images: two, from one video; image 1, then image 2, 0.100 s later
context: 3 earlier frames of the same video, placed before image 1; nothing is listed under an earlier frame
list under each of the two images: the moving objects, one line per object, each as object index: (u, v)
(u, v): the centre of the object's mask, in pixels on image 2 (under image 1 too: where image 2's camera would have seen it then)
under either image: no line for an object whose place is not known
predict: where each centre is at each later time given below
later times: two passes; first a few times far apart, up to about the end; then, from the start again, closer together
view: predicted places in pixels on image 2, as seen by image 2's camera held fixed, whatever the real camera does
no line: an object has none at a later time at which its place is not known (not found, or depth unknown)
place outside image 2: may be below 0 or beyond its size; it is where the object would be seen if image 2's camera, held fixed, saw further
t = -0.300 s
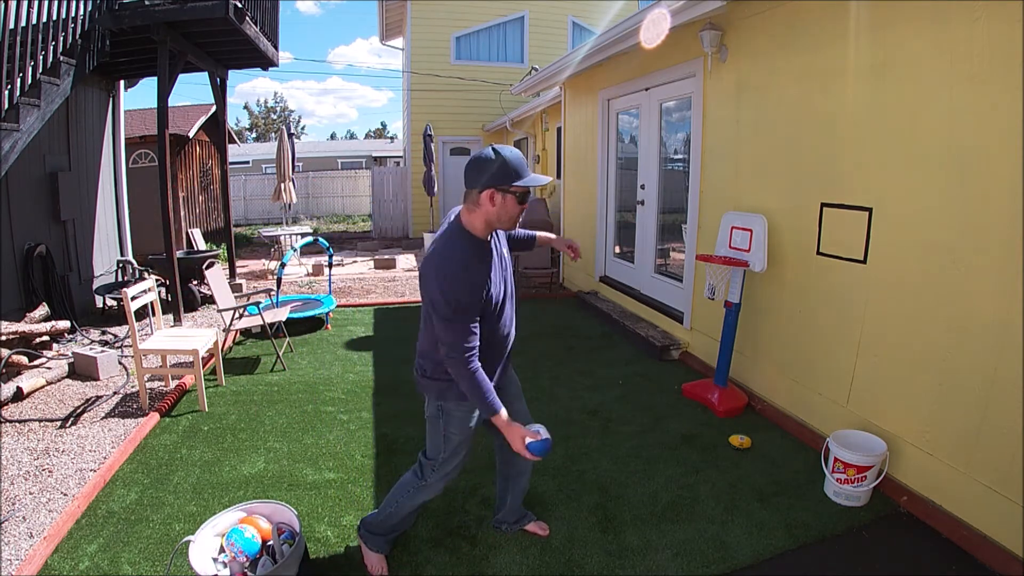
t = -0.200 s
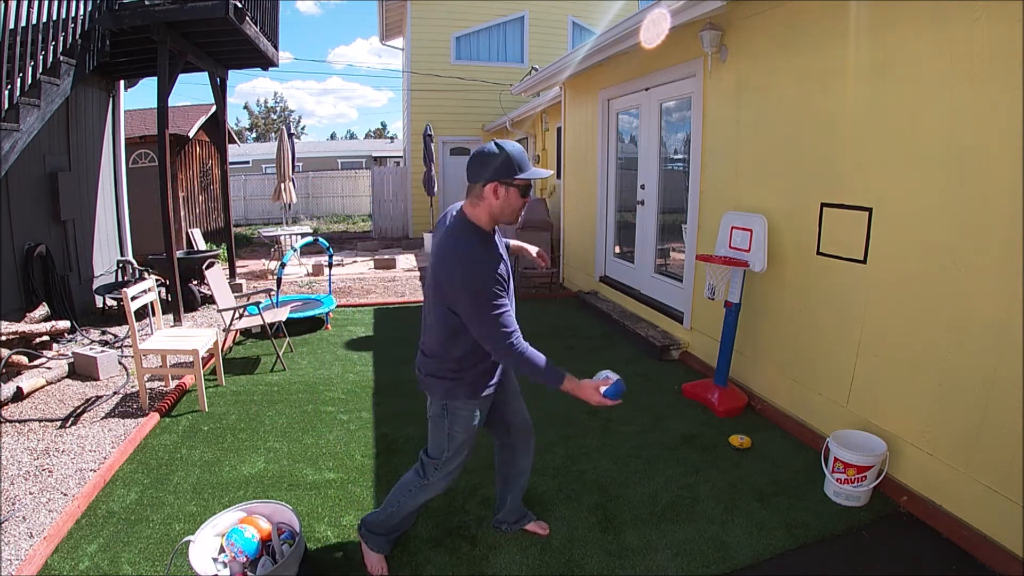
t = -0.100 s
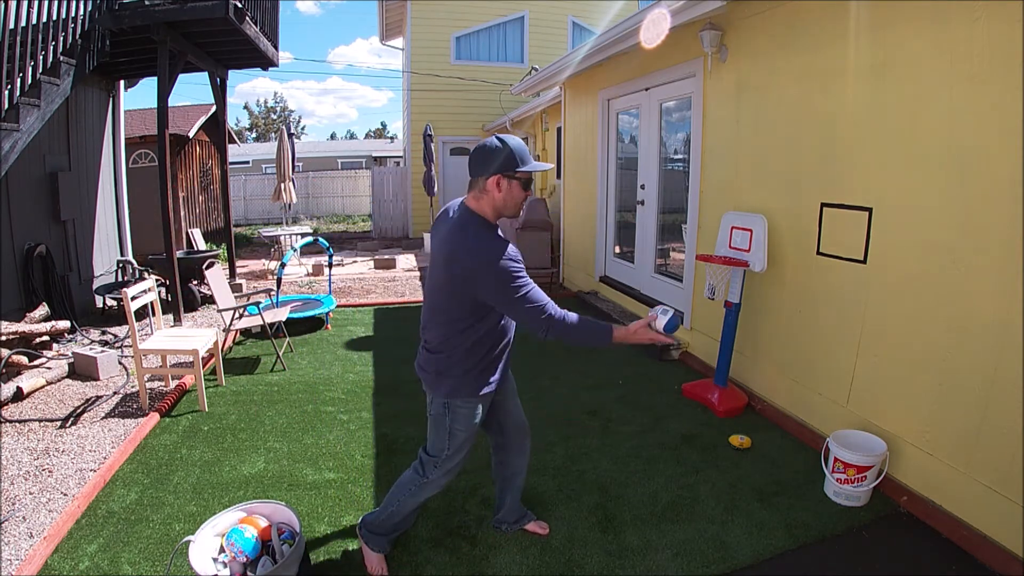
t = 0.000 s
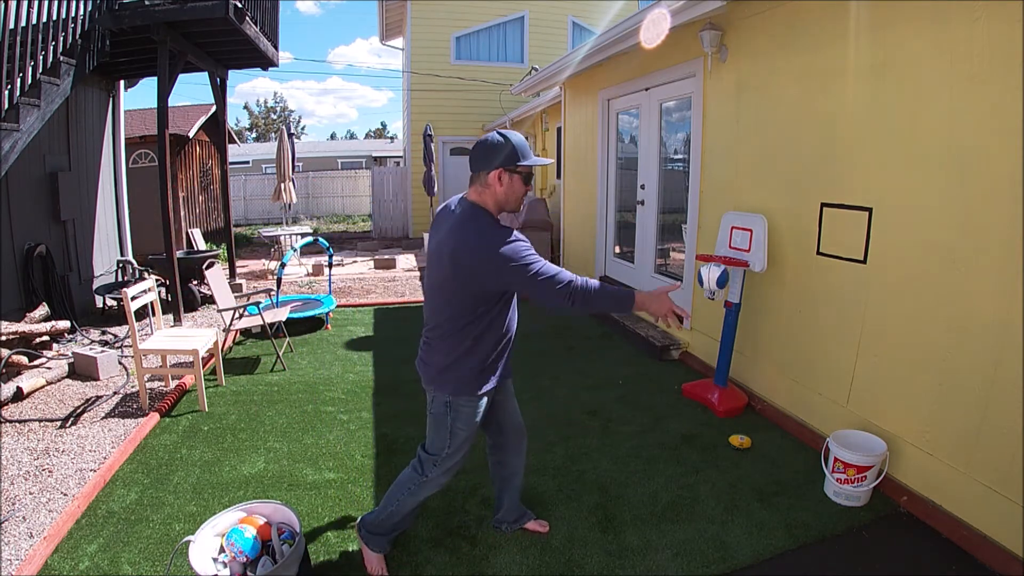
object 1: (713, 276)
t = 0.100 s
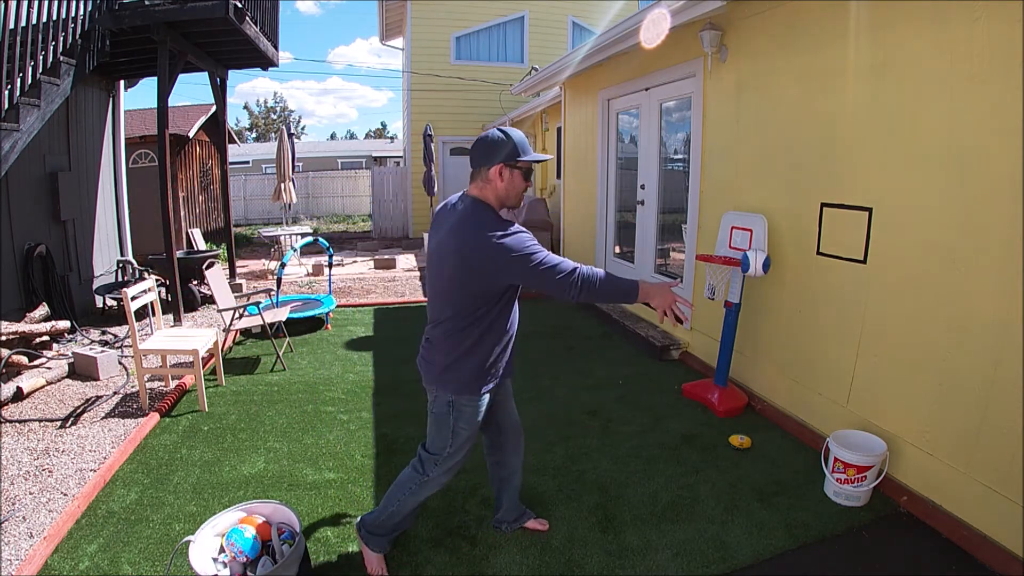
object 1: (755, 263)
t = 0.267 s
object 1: (810, 298)
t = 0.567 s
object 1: (856, 435)
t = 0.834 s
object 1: (856, 419)
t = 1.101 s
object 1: (817, 457)
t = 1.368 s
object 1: (807, 467)
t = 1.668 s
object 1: (810, 468)
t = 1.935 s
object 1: (811, 468)
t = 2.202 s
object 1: (811, 468)
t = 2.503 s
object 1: (811, 468)
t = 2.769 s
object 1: (811, 468)
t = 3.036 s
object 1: (811, 468)
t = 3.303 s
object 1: (811, 468)
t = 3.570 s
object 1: (811, 468)
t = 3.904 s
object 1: (811, 468)
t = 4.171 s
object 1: (811, 468)
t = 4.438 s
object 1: (811, 468)
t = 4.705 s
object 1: (811, 468)
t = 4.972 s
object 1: (811, 468)
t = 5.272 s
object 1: (811, 468)
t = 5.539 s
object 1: (811, 468)
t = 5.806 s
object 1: (811, 468)
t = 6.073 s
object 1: (811, 468)
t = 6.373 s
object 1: (811, 468)
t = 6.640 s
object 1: (811, 468)
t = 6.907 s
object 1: (811, 468)
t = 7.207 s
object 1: (811, 468)
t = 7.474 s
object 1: (811, 468)
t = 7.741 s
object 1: (811, 468)
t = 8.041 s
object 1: (811, 468)
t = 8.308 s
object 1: (811, 468)
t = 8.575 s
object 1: (811, 468)
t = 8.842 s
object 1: (811, 468)
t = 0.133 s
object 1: (767, 265)
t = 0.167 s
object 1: (779, 269)
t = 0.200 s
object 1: (791, 276)
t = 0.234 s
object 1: (801, 286)
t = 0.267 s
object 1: (810, 298)
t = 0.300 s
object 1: (819, 312)
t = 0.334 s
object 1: (826, 328)
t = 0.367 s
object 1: (833, 346)
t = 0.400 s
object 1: (838, 366)
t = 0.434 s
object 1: (843, 386)
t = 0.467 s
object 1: (846, 408)
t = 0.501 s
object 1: (849, 430)
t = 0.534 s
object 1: (852, 442)
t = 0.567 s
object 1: (856, 435)
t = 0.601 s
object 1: (859, 429)
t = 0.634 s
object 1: (861, 426)
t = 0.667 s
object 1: (863, 423)
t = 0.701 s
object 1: (865, 418)
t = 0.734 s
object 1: (866, 414)
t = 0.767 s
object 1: (866, 413)
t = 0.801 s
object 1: (861, 415)
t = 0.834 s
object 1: (856, 419)
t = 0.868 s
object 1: (850, 422)
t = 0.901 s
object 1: (844, 426)
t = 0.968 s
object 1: (825, 455)
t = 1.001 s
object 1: (818, 464)
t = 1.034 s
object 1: (817, 462)
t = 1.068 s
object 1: (818, 458)
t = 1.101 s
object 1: (817, 457)
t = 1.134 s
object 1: (815, 458)
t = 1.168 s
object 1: (813, 459)
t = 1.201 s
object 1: (810, 464)
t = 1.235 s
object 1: (809, 466)
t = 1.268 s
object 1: (808, 466)
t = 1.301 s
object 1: (808, 466)
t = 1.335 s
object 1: (807, 467)
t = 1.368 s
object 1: (807, 467)
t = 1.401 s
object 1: (807, 468)
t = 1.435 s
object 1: (807, 468)
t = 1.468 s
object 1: (808, 468)
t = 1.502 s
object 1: (808, 468)
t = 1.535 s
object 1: (808, 468)
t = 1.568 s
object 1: (809, 468)
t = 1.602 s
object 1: (809, 468)
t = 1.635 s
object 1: (810, 468)
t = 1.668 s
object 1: (810, 468)
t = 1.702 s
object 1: (810, 468)
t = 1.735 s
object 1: (810, 468)
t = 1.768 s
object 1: (811, 468)
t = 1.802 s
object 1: (811, 468)
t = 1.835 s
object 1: (811, 468)
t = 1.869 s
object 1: (811, 468)
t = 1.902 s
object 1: (811, 468)
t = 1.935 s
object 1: (811, 468)
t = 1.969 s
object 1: (811, 468)
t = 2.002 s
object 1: (811, 468)
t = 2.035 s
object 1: (811, 468)
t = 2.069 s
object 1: (811, 468)
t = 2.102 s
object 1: (811, 468)
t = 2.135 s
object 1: (811, 468)
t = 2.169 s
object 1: (811, 468)
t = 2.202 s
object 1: (811, 468)
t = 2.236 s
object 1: (811, 468)
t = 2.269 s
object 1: (811, 468)
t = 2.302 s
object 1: (811, 468)
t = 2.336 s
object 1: (811, 468)
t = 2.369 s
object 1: (811, 468)
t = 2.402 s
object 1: (811, 468)
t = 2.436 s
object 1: (811, 468)
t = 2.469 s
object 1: (811, 468)
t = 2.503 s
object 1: (811, 468)
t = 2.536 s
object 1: (811, 468)
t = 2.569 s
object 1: (811, 468)
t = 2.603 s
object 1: (811, 468)
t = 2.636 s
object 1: (811, 468)
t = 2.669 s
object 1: (811, 468)
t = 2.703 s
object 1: (811, 468)
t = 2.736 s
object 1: (811, 468)
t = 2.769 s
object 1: (811, 468)
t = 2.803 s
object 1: (811, 468)
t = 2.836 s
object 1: (811, 468)
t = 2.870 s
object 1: (811, 468)
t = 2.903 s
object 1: (811, 468)
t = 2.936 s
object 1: (811, 468)
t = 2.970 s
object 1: (811, 468)
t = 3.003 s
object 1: (811, 468)
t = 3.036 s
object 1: (811, 468)
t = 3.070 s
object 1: (811, 468)
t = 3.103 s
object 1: (811, 468)
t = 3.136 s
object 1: (811, 468)
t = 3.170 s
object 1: (811, 468)
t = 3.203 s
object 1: (811, 468)
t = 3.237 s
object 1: (811, 468)
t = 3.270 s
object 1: (811, 468)
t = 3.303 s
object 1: (811, 468)
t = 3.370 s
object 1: (811, 468)
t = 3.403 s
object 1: (811, 468)
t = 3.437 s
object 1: (811, 468)
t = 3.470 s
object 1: (811, 468)
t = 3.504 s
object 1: (811, 468)
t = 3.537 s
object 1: (811, 468)
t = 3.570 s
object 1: (811, 468)
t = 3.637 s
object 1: (811, 468)
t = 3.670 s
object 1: (811, 468)
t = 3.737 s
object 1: (811, 468)
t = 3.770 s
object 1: (811, 468)
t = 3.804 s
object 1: (811, 468)
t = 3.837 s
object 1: (811, 468)
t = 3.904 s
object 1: (811, 468)
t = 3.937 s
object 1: (811, 468)
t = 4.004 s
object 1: (811, 468)
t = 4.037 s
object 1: (811, 468)
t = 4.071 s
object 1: (811, 468)
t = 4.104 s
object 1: (811, 468)
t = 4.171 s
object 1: (811, 468)
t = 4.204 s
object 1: (811, 468)
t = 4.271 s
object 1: (811, 468)
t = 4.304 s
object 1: (811, 468)
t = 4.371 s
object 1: (811, 468)
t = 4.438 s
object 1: (811, 468)
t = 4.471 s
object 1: (811, 468)
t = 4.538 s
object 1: (811, 468)
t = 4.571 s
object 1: (811, 468)
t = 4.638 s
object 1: (811, 468)
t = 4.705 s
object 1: (811, 468)
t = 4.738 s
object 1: (811, 468)
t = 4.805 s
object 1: (811, 468)
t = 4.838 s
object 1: (811, 468)
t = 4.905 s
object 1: (811, 468)
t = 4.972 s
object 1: (811, 468)
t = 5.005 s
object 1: (811, 468)
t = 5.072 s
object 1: (811, 468)
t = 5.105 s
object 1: (811, 468)
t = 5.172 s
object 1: (811, 468)
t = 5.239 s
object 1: (811, 468)
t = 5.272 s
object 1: (811, 468)
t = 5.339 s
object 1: (811, 468)
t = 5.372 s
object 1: (811, 468)
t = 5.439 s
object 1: (811, 468)
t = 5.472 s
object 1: (811, 468)
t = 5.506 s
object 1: (811, 468)
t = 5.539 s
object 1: (811, 468)
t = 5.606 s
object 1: (811, 468)
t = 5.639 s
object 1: (811, 468)
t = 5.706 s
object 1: (811, 468)
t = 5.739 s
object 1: (811, 468)
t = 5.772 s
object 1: (811, 468)
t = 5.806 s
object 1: (811, 468)
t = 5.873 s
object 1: (811, 468)
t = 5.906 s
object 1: (811, 468)
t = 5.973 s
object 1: (811, 468)
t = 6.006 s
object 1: (811, 468)
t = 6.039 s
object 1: (811, 468)
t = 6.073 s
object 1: (811, 468)
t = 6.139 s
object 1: (811, 468)
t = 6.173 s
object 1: (811, 468)
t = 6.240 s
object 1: (811, 468)
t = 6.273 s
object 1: (811, 468)
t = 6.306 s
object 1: (811, 468)
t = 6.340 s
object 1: (811, 468)
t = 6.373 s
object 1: (811, 468)
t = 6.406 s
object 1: (811, 468)
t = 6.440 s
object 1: (811, 468)
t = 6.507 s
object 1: (811, 468)
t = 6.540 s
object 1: (811, 468)
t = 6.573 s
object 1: (811, 468)
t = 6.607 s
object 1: (811, 468)
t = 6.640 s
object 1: (811, 468)
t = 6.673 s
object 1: (811, 468)
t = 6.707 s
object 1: (811, 468)
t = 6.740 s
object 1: (811, 468)
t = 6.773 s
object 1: (811, 468)
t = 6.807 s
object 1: (811, 468)
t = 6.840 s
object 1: (811, 468)
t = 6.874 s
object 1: (811, 468)
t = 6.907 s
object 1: (811, 468)
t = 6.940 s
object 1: (811, 468)
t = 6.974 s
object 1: (811, 468)
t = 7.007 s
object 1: (811, 468)
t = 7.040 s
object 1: (811, 468)
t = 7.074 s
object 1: (811, 468)
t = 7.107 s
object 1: (811, 468)
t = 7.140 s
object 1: (811, 468)
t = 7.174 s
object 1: (811, 468)
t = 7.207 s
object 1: (811, 468)
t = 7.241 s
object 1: (811, 468)
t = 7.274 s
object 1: (811, 468)
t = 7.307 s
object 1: (811, 468)
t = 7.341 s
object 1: (811, 468)
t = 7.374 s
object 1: (811, 468)
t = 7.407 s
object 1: (811, 468)
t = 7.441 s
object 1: (811, 468)
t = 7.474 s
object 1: (811, 468)
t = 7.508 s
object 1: (811, 468)
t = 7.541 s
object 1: (811, 468)
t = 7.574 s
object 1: (811, 468)
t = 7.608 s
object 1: (811, 468)
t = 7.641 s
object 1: (811, 468)
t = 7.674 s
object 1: (811, 468)
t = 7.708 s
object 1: (811, 468)
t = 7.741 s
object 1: (811, 468)
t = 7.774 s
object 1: (811, 468)
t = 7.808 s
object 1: (811, 468)
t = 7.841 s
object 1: (811, 468)
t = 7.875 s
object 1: (811, 468)
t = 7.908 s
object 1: (811, 468)
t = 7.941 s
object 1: (811, 468)
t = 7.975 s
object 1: (811, 468)
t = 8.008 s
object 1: (811, 468)
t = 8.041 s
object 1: (811, 468)
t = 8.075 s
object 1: (811, 468)
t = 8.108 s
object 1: (811, 468)
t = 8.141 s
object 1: (811, 468)
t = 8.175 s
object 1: (811, 468)
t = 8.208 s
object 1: (811, 468)
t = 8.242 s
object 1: (811, 468)
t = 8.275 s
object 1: (811, 468)
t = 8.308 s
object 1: (811, 468)
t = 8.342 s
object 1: (811, 468)
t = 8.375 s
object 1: (811, 468)
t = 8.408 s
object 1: (811, 468)
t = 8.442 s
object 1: (811, 468)
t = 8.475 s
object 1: (811, 468)
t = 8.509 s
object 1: (811, 468)
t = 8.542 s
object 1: (811, 468)
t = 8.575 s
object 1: (811, 468)
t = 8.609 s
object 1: (811, 468)
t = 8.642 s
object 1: (811, 468)
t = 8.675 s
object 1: (811, 468)
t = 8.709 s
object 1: (811, 468)
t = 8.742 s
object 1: (811, 468)
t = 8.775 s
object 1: (811, 468)
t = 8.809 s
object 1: (811, 468)
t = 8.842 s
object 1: (811, 468)
